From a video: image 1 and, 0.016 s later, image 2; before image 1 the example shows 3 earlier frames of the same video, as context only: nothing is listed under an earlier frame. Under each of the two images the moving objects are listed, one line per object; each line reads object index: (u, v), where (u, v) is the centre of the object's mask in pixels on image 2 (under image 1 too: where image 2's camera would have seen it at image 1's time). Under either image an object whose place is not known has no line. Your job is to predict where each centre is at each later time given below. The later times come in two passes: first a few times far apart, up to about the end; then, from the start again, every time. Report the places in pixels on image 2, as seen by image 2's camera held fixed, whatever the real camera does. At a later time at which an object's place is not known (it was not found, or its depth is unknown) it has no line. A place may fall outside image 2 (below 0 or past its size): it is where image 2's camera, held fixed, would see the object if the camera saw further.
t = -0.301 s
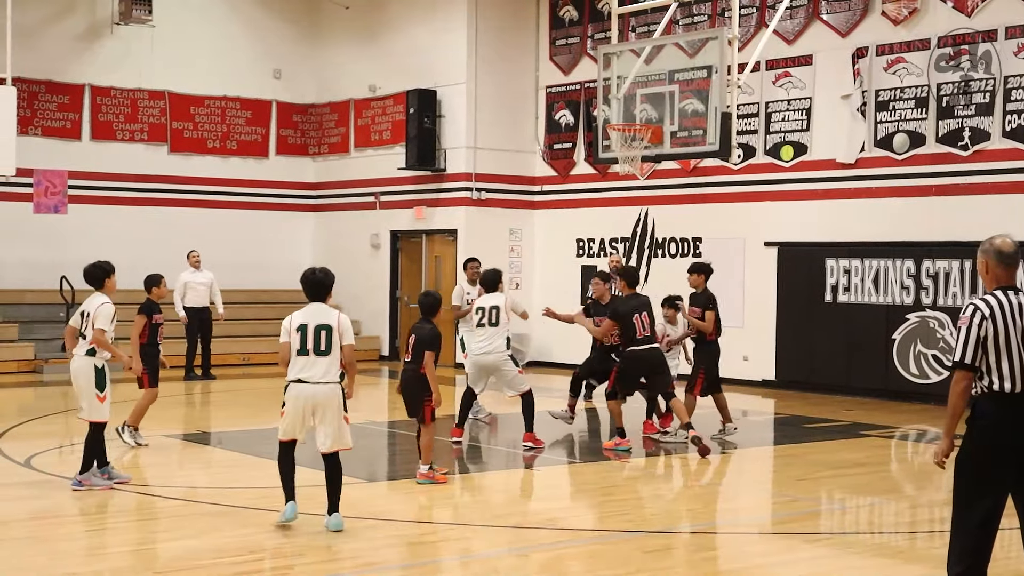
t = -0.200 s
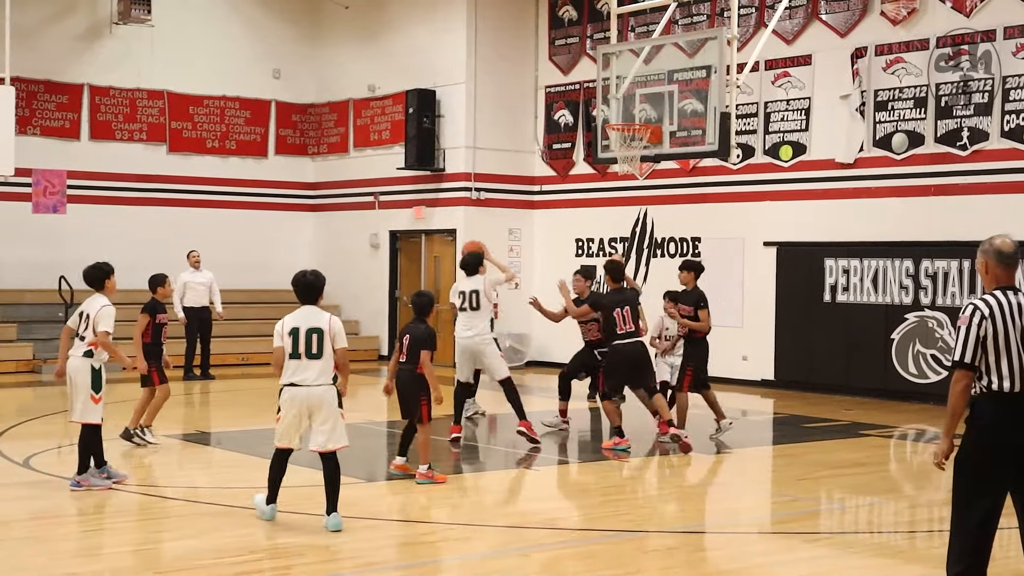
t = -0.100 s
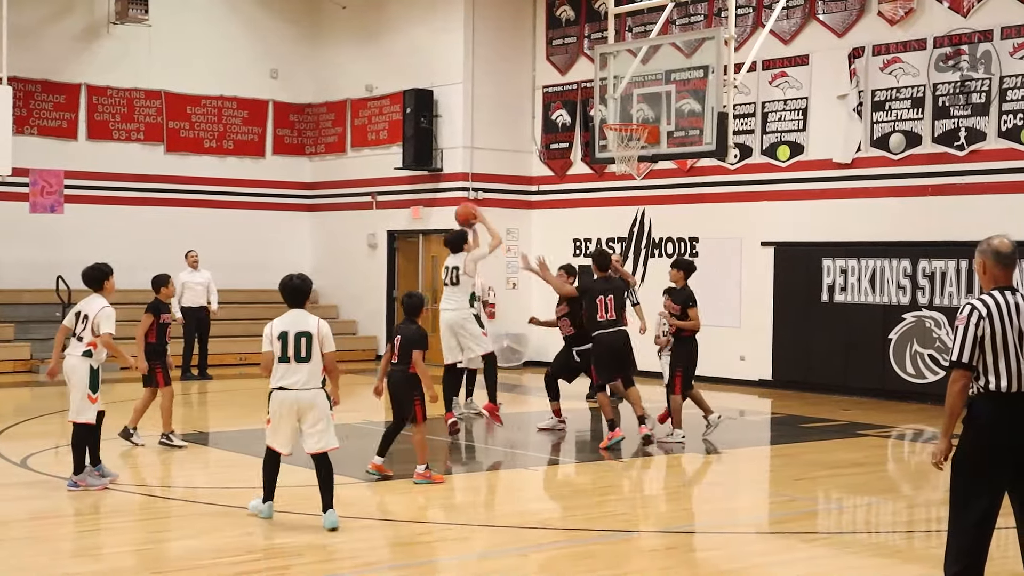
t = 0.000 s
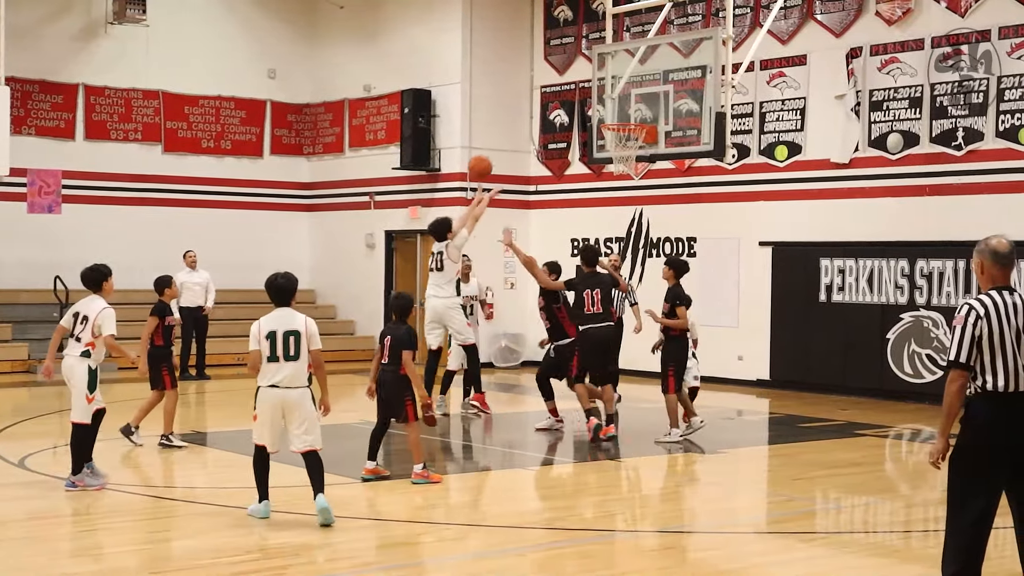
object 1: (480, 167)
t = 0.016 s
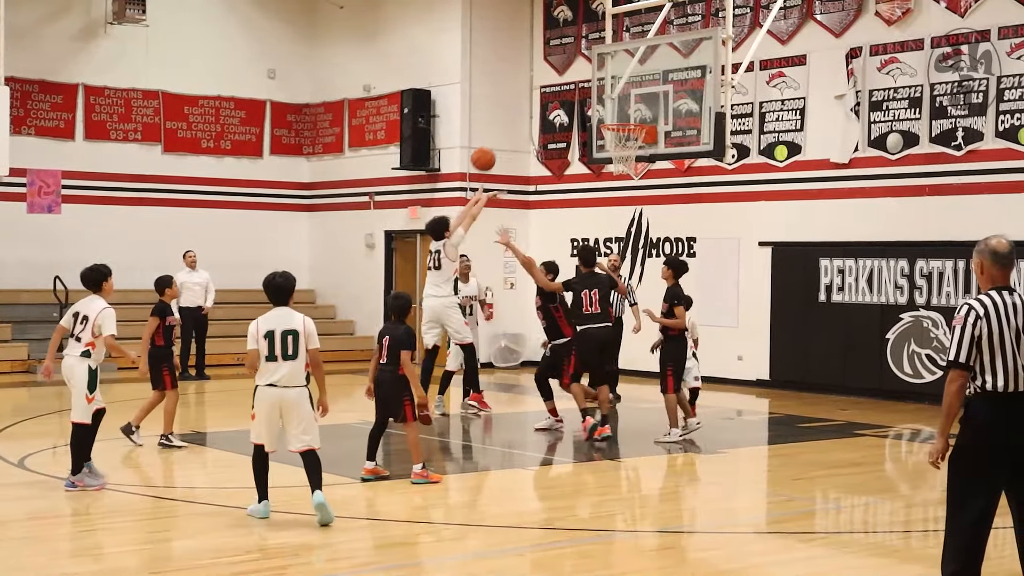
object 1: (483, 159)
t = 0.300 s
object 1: (542, 74)
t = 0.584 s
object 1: (596, 69)
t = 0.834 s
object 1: (631, 118)
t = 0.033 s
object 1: (487, 152)
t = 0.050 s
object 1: (490, 145)
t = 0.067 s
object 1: (493, 138)
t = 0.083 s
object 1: (497, 131)
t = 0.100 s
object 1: (500, 125)
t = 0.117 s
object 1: (504, 119)
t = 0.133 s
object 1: (507, 114)
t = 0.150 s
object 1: (511, 108)
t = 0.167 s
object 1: (514, 103)
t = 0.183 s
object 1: (518, 99)
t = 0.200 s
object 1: (521, 94)
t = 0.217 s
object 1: (525, 90)
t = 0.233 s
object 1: (528, 86)
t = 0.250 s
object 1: (532, 82)
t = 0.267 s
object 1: (535, 79)
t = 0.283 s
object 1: (538, 76)
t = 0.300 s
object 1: (542, 74)
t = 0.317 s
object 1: (544, 71)
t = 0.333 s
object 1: (548, 68)
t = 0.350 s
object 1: (551, 66)
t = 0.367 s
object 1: (555, 65)
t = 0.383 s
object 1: (558, 63)
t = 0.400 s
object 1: (561, 62)
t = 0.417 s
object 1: (564, 62)
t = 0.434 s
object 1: (568, 61)
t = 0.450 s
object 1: (570, 61)
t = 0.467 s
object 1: (574, 61)
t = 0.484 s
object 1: (577, 61)
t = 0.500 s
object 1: (580, 61)
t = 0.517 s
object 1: (583, 62)
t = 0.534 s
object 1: (587, 64)
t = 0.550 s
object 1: (590, 65)
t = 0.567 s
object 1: (593, 67)
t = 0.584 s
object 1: (596, 69)
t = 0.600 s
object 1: (599, 71)
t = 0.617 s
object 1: (602, 74)
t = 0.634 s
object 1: (605, 76)
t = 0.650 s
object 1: (608, 79)
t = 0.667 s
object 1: (612, 83)
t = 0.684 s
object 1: (615, 87)
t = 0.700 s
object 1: (618, 90)
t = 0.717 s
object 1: (621, 94)
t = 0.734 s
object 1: (624, 98)
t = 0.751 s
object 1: (627, 103)
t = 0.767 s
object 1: (630, 107)
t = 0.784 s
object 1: (632, 112)
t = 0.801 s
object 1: (635, 116)
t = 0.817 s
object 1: (636, 118)
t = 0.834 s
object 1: (631, 118)
